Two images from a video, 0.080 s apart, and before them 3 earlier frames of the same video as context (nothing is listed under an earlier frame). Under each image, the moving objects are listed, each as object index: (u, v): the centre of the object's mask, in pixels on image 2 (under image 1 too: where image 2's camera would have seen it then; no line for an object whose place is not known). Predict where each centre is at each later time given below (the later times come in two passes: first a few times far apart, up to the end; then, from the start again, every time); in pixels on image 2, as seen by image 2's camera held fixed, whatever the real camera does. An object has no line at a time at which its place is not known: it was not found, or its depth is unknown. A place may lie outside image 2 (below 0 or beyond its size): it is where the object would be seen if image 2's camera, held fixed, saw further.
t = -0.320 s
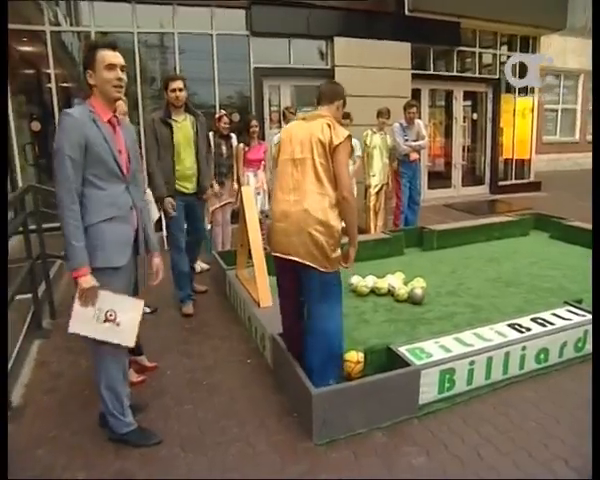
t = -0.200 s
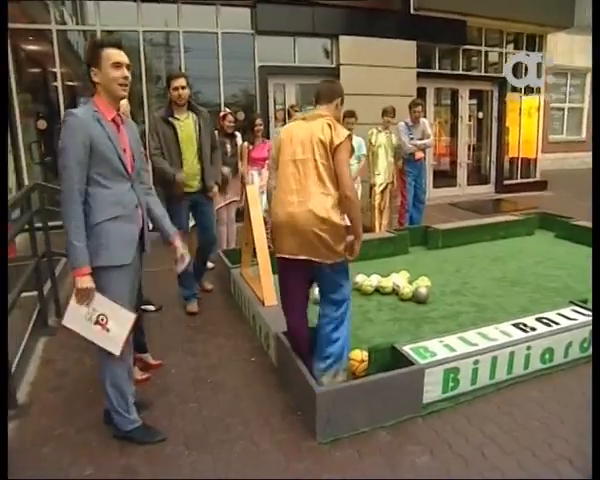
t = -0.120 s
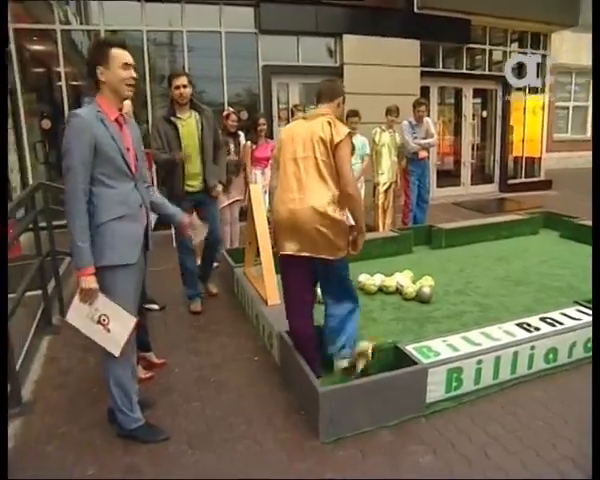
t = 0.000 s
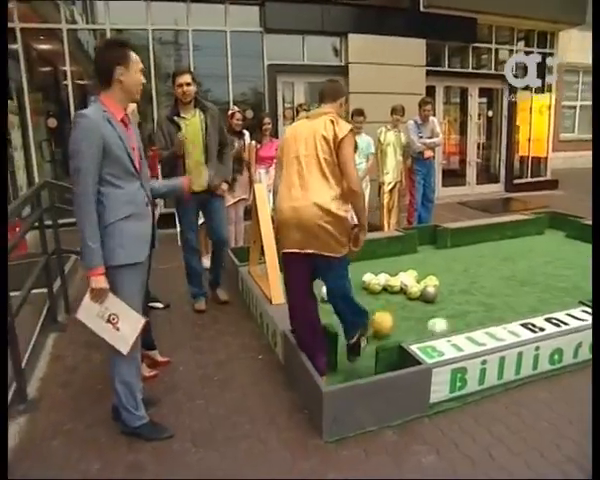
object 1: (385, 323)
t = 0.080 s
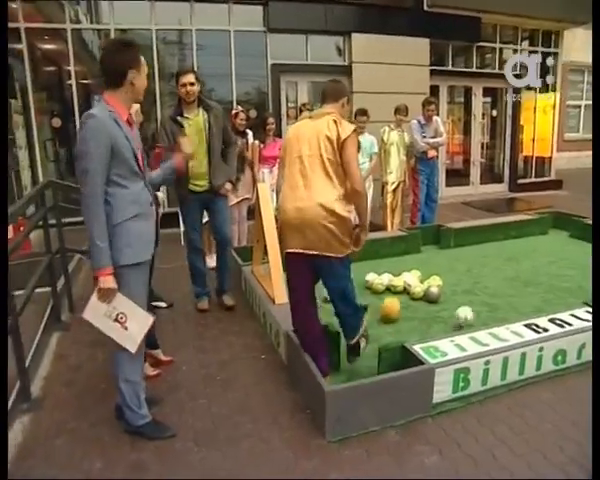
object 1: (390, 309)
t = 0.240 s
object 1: (399, 287)
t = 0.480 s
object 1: (411, 267)
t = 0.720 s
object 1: (420, 273)
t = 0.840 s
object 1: (423, 270)
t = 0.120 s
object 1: (394, 295)
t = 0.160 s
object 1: (395, 293)
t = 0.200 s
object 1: (396, 290)
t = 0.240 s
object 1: (399, 287)
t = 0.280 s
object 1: (401, 281)
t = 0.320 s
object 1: (404, 276)
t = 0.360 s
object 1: (406, 273)
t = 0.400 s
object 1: (409, 270)
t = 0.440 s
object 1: (411, 269)
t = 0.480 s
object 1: (411, 267)
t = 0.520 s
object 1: (413, 267)
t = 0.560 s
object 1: (413, 267)
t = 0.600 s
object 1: (413, 269)
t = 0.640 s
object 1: (415, 270)
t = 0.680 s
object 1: (417, 271)
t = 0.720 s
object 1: (420, 273)
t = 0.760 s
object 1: (420, 273)
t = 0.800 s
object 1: (422, 271)
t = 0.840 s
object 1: (423, 270)
